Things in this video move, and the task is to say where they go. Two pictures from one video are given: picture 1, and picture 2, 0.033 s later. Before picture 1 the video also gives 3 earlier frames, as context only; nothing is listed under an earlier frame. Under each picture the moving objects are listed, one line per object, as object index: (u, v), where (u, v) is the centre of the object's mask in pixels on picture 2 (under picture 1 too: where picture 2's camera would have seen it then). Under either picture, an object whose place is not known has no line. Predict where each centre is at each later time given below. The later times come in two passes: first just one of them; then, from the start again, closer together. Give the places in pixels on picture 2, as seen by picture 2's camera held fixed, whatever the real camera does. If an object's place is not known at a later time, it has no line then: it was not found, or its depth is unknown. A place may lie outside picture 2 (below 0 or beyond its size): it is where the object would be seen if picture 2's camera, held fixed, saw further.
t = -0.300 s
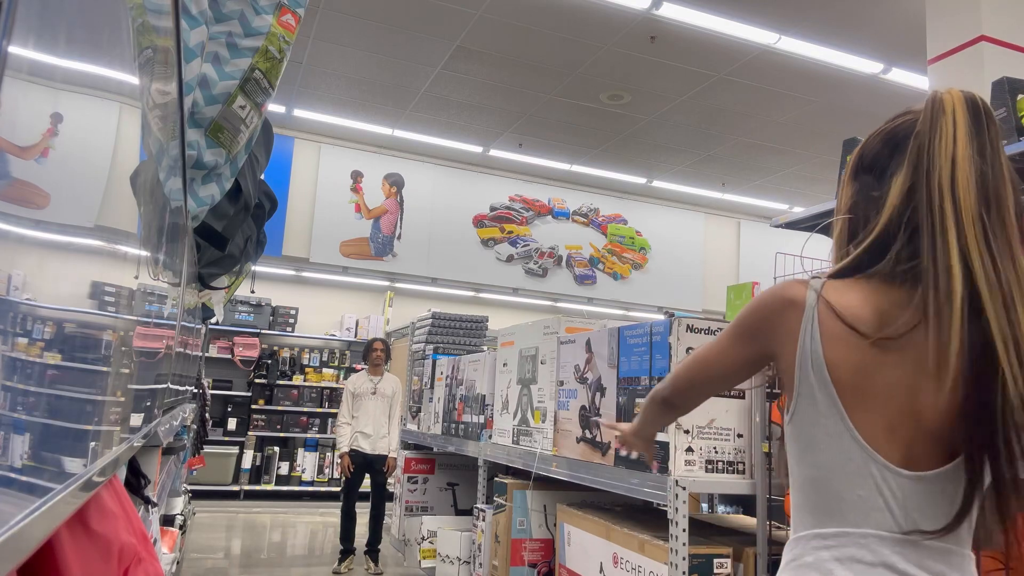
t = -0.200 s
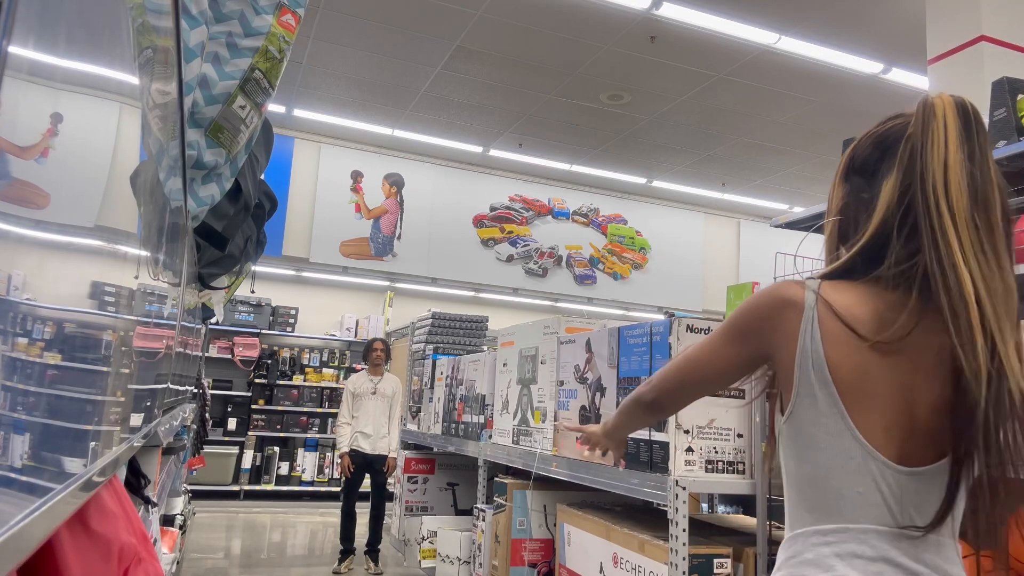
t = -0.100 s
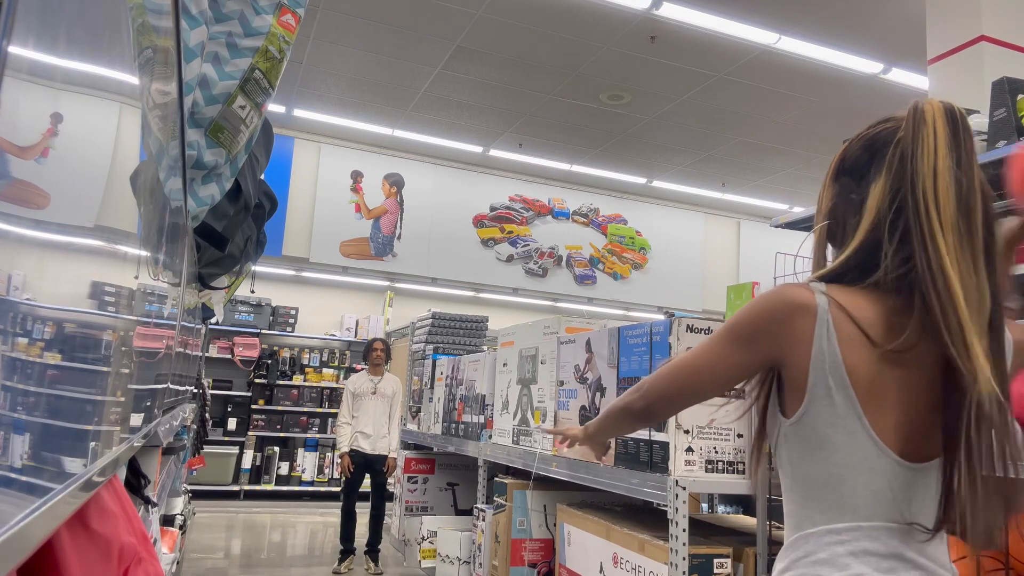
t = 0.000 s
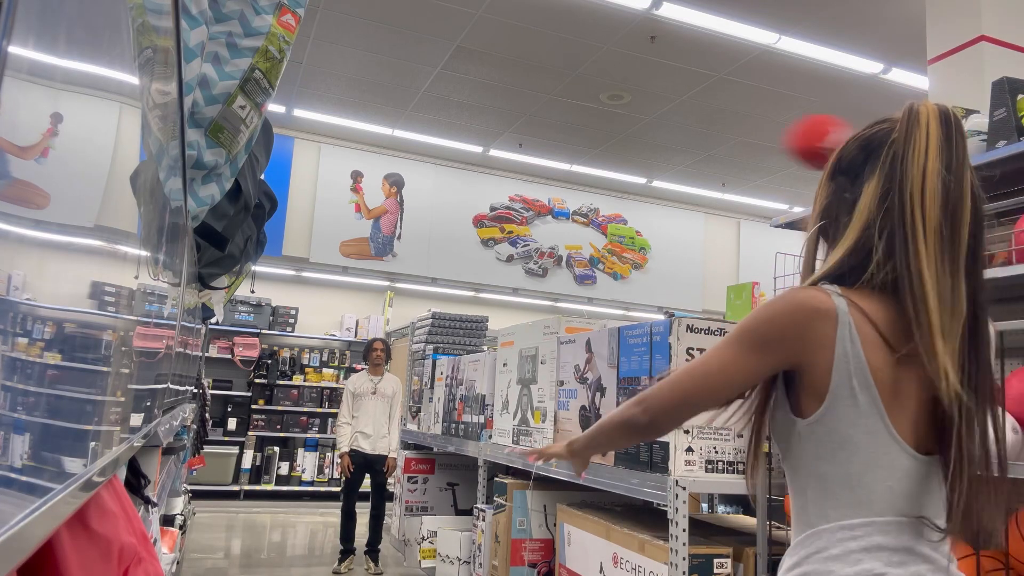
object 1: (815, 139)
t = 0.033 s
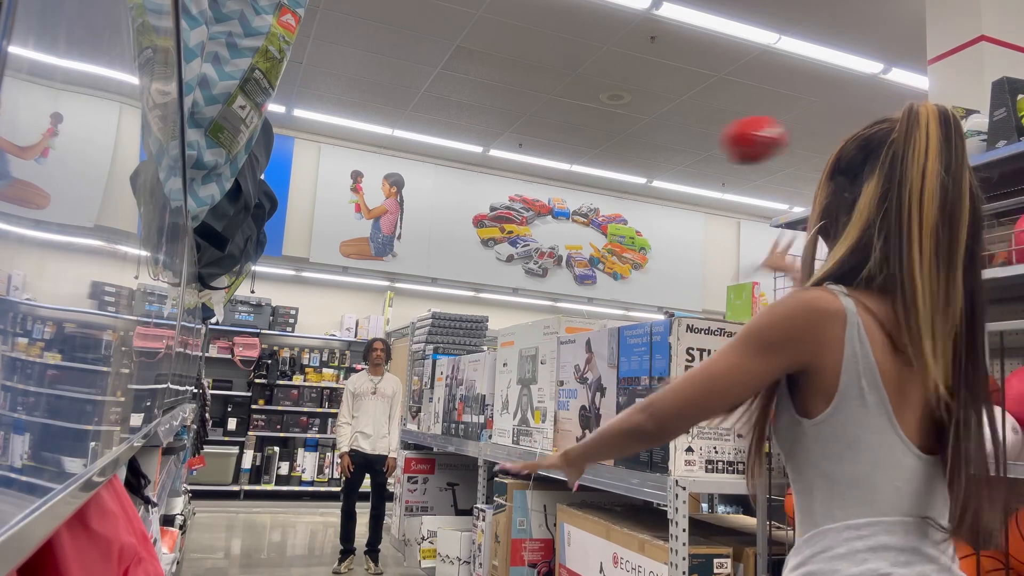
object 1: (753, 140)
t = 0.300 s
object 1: (490, 205)
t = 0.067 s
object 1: (698, 141)
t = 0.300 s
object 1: (490, 205)
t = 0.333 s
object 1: (473, 217)
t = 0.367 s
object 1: (458, 230)
